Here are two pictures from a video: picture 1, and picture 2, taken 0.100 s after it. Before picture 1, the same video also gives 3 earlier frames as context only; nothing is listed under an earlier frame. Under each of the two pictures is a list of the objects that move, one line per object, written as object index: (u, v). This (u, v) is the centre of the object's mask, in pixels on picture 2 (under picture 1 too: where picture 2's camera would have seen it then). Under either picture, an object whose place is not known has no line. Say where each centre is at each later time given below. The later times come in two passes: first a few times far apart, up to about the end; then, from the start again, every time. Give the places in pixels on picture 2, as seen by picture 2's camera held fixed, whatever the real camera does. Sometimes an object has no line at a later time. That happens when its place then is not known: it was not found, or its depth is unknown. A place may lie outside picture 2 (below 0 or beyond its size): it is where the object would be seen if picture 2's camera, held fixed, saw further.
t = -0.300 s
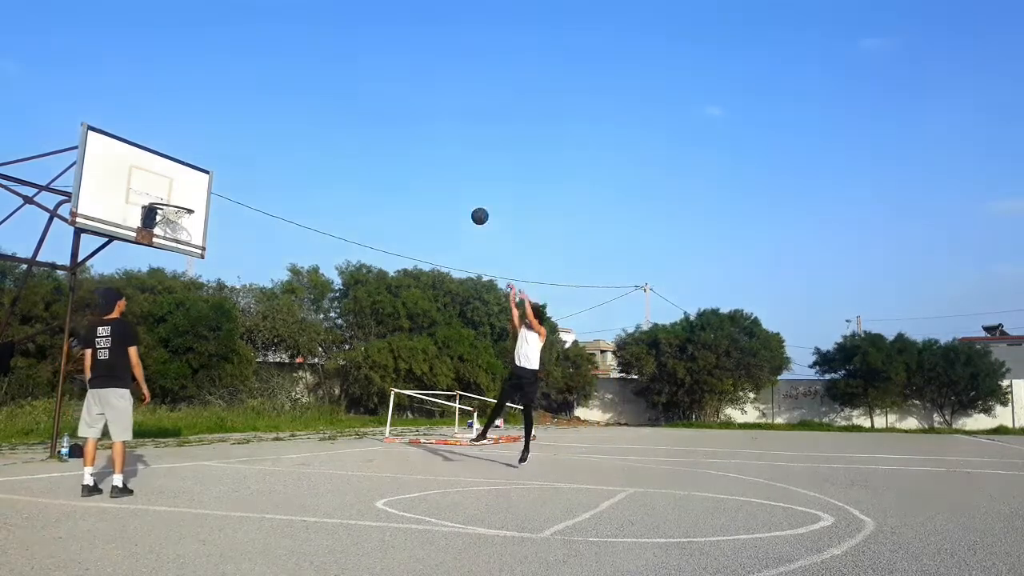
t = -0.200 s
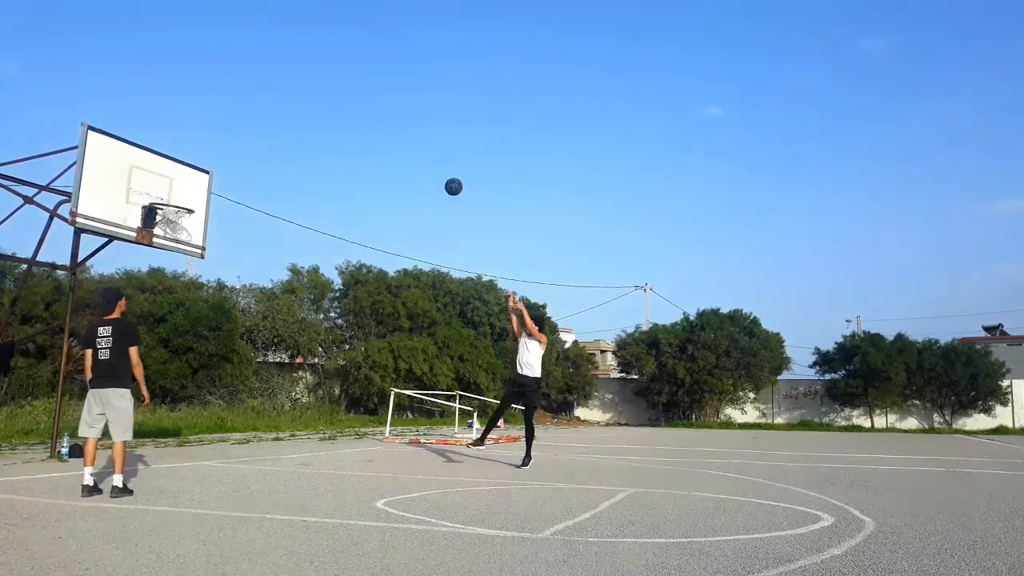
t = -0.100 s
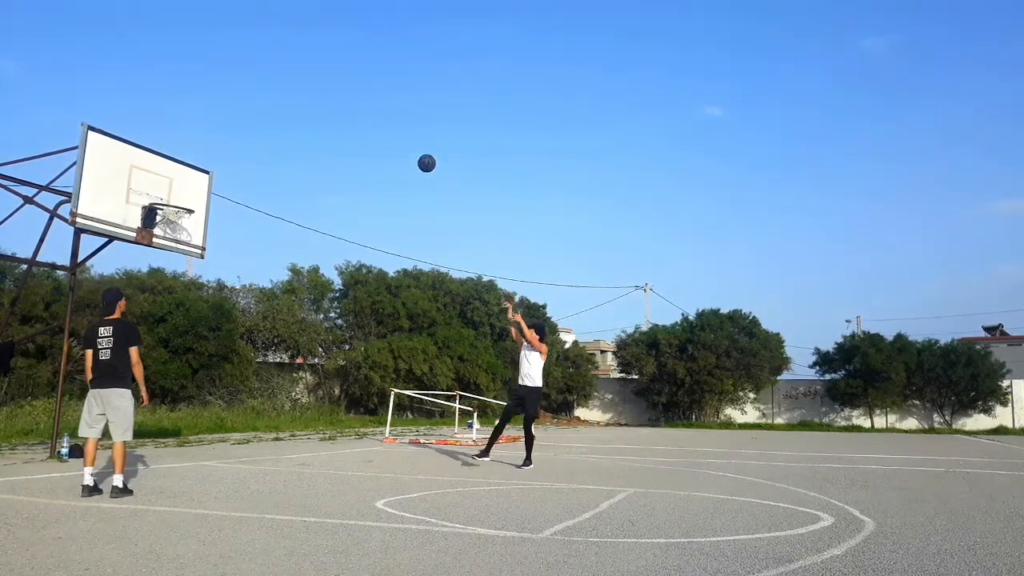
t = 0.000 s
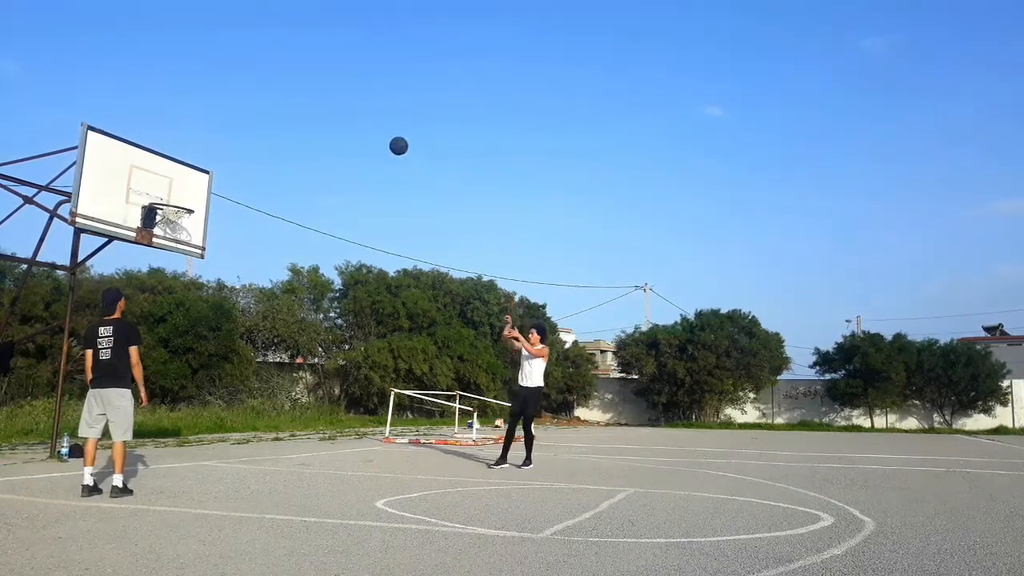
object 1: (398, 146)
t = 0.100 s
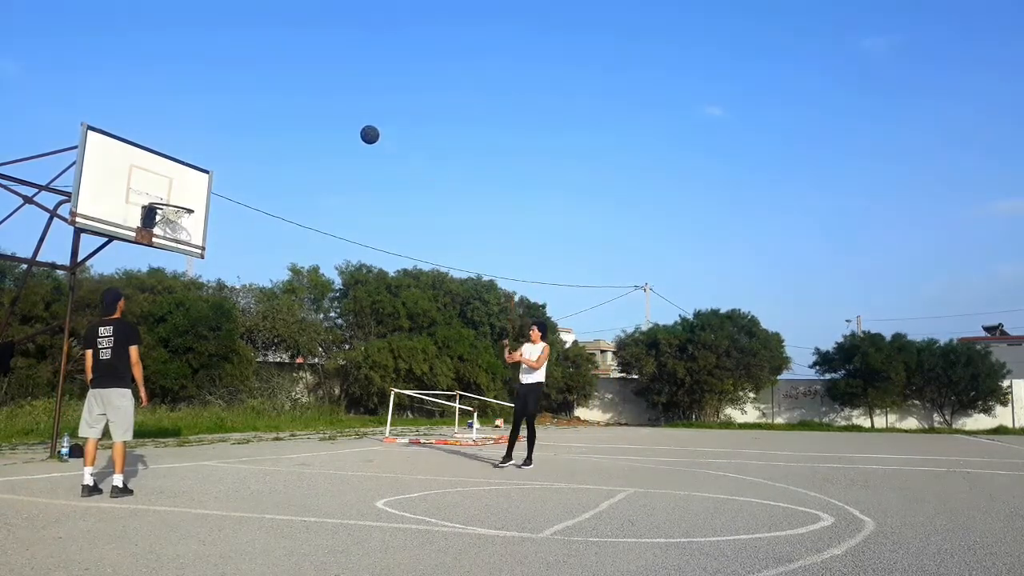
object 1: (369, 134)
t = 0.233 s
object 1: (329, 131)
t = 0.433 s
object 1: (262, 151)
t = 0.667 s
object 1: (183, 191)
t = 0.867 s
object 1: (139, 162)
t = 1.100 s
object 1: (85, 169)
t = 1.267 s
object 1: (66, 193)
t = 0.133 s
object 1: (360, 132)
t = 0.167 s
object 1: (349, 131)
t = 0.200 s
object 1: (339, 131)
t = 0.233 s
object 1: (329, 131)
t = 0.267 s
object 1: (318, 132)
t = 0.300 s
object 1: (307, 134)
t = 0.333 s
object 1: (296, 137)
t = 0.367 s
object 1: (285, 141)
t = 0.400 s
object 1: (274, 146)
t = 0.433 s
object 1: (262, 151)
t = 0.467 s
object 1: (250, 158)
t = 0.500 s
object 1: (238, 166)
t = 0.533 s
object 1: (226, 175)
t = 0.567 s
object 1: (213, 184)
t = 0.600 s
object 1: (200, 195)
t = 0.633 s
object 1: (190, 200)
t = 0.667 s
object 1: (183, 191)
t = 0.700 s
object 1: (176, 184)
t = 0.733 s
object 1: (169, 178)
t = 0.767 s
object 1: (162, 173)
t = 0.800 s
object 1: (154, 168)
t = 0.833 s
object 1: (147, 164)
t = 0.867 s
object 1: (139, 162)
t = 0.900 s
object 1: (131, 160)
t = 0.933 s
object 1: (122, 160)
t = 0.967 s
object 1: (114, 160)
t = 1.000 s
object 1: (106, 161)
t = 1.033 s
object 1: (96, 164)
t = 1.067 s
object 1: (88, 168)
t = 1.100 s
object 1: (85, 169)
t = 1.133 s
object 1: (81, 171)
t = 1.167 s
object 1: (78, 175)
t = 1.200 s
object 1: (74, 180)
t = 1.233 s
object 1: (71, 186)
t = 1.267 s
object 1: (66, 193)
